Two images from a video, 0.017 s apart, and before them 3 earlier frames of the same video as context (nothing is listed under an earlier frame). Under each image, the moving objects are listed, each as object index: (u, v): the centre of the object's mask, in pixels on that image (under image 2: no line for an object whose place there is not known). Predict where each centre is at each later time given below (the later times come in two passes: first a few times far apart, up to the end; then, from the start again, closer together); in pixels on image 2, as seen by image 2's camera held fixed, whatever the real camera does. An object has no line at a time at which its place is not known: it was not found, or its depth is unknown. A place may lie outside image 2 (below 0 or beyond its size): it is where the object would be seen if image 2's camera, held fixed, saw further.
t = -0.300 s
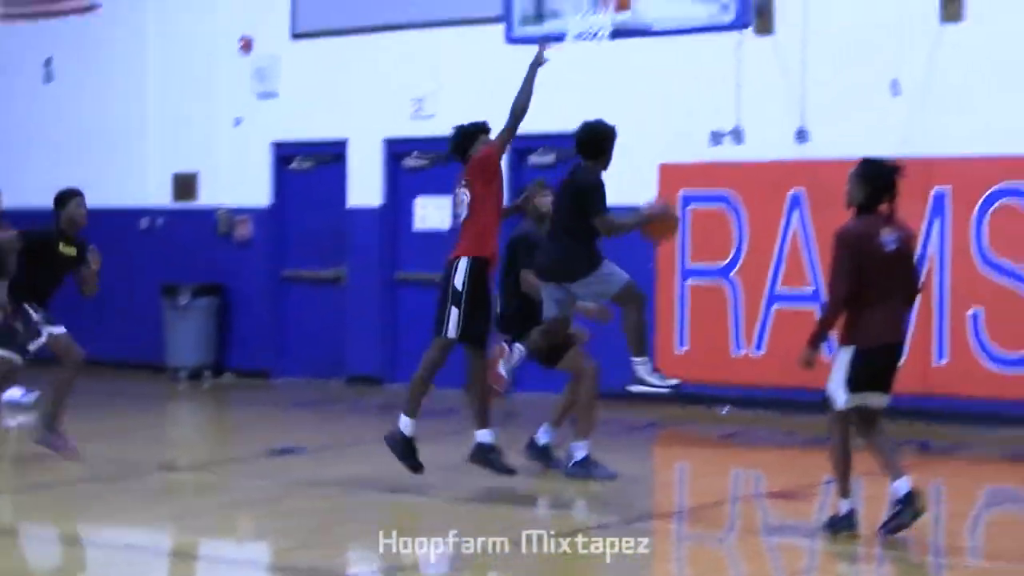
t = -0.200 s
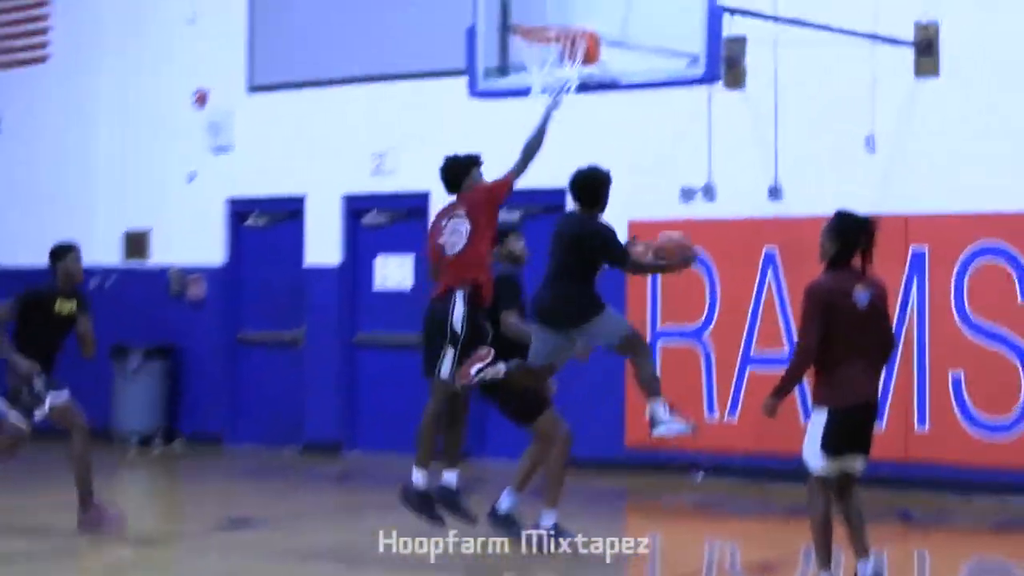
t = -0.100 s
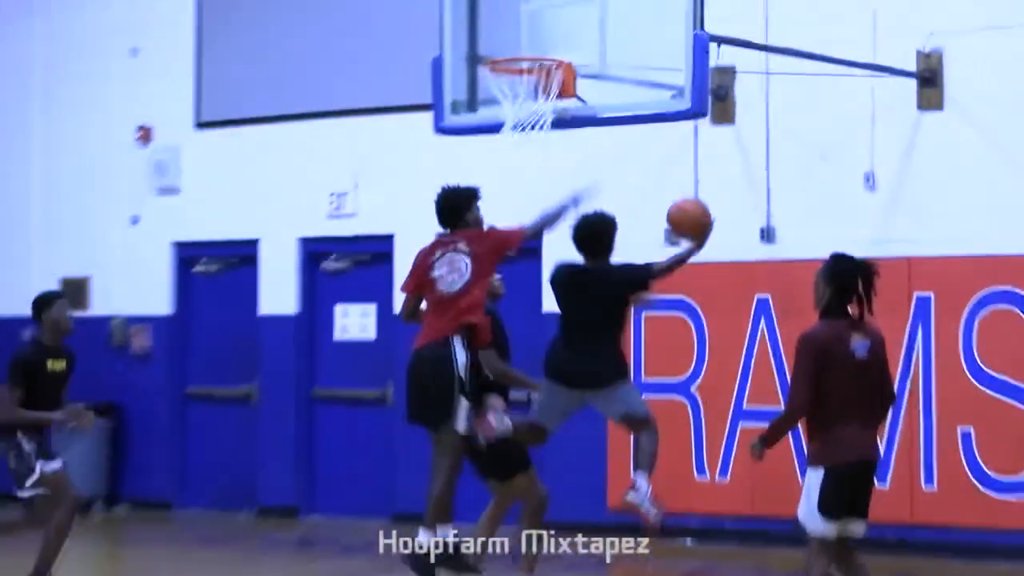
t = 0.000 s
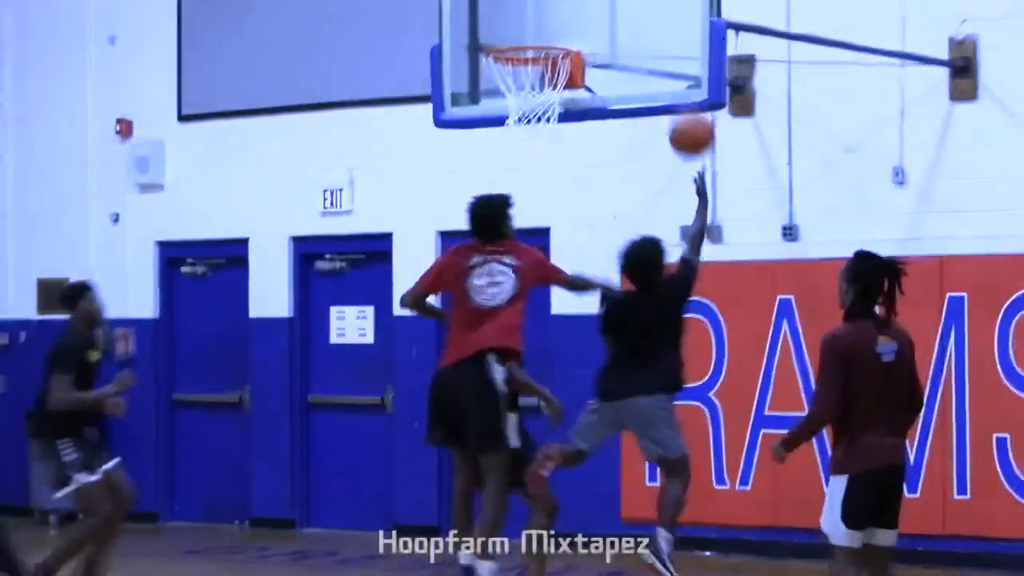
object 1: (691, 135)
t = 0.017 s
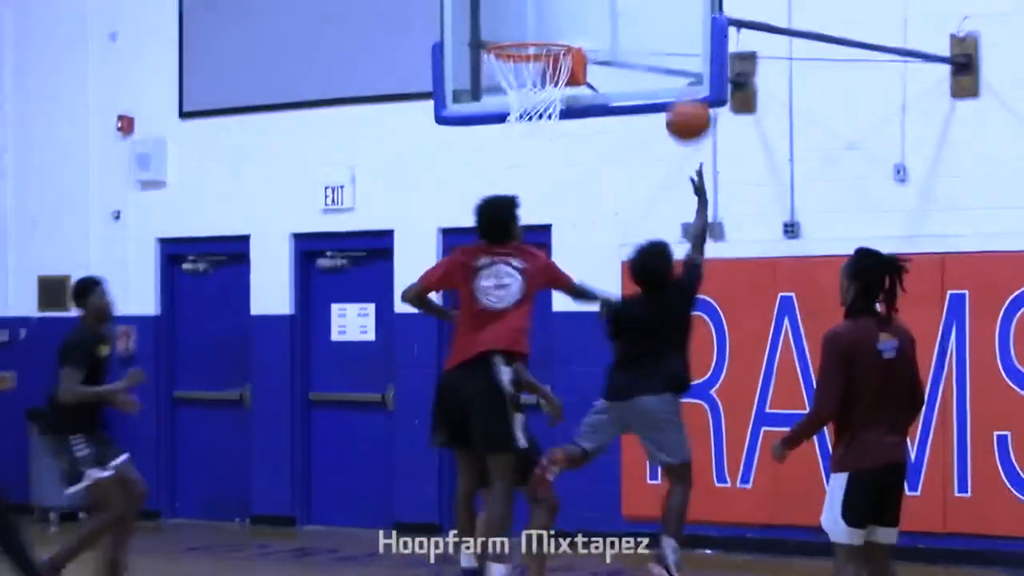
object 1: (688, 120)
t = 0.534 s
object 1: (533, 11)
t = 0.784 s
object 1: (549, 27)
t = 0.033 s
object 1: (683, 109)
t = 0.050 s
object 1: (678, 99)
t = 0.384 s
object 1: (583, -1)
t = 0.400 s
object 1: (577, -2)
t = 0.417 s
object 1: (572, -1)
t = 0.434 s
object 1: (566, -1)
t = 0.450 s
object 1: (560, -1)
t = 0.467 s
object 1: (555, 0)
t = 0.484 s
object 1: (550, 2)
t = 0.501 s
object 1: (544, 4)
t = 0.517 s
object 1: (538, 8)
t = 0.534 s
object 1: (533, 11)
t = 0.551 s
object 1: (527, 14)
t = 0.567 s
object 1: (522, 18)
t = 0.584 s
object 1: (515, 23)
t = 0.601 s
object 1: (510, 26)
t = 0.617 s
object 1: (504, 30)
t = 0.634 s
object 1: (504, 31)
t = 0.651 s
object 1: (510, 29)
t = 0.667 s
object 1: (516, 28)
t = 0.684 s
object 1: (520, 26)
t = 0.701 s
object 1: (525, 26)
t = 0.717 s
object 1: (530, 25)
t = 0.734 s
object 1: (535, 25)
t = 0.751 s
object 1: (540, 25)
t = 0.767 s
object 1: (545, 26)
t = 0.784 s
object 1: (549, 27)
